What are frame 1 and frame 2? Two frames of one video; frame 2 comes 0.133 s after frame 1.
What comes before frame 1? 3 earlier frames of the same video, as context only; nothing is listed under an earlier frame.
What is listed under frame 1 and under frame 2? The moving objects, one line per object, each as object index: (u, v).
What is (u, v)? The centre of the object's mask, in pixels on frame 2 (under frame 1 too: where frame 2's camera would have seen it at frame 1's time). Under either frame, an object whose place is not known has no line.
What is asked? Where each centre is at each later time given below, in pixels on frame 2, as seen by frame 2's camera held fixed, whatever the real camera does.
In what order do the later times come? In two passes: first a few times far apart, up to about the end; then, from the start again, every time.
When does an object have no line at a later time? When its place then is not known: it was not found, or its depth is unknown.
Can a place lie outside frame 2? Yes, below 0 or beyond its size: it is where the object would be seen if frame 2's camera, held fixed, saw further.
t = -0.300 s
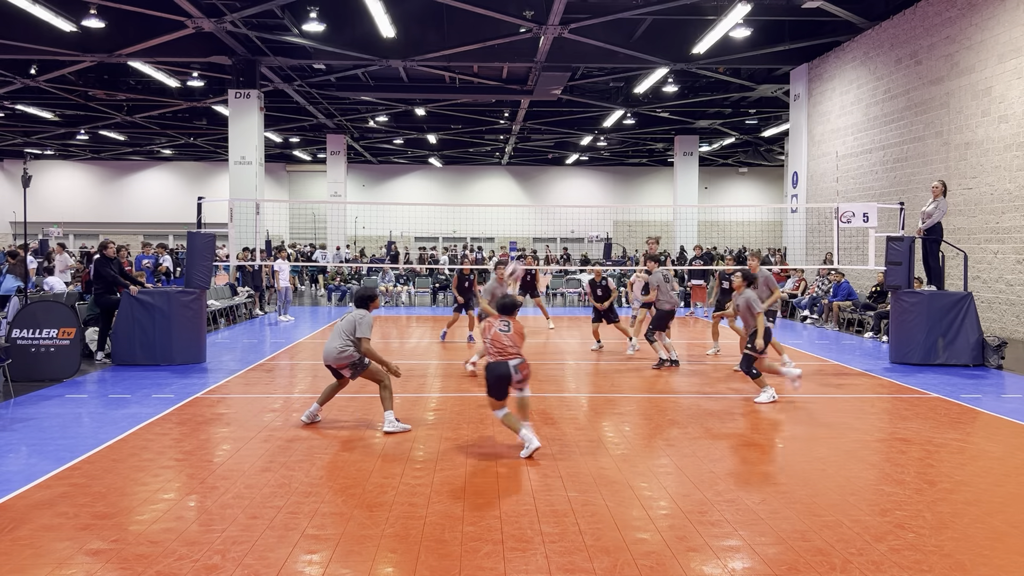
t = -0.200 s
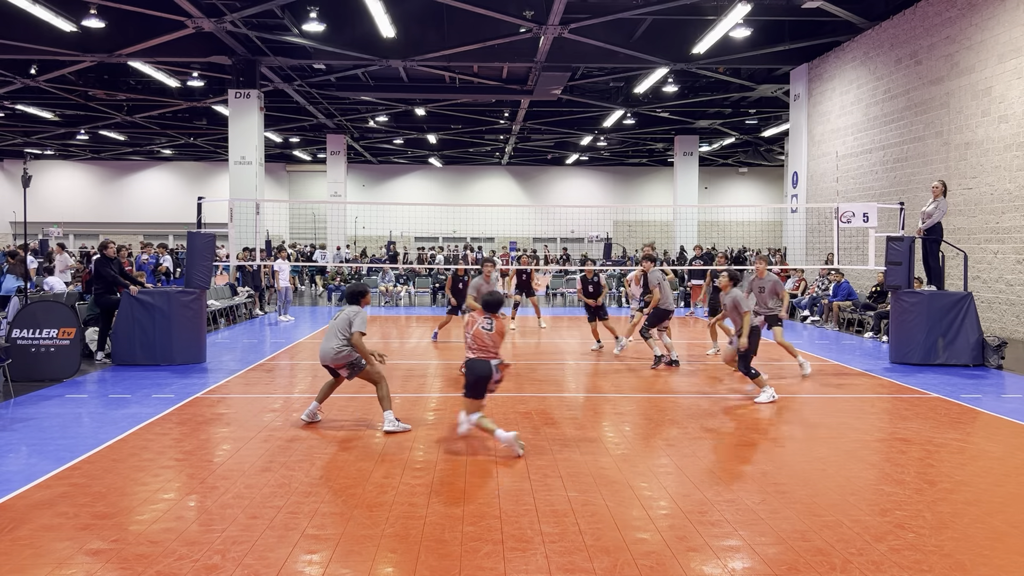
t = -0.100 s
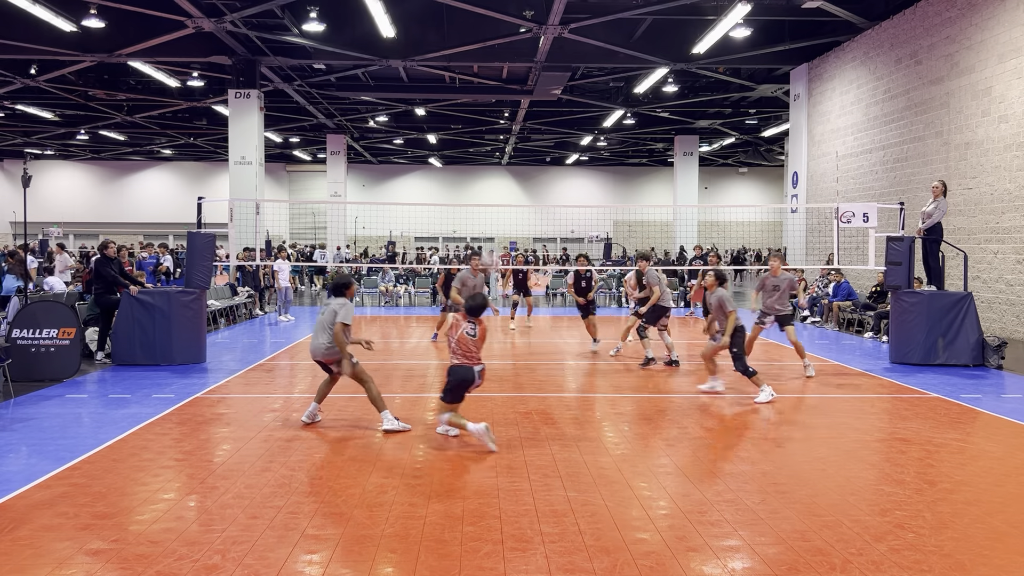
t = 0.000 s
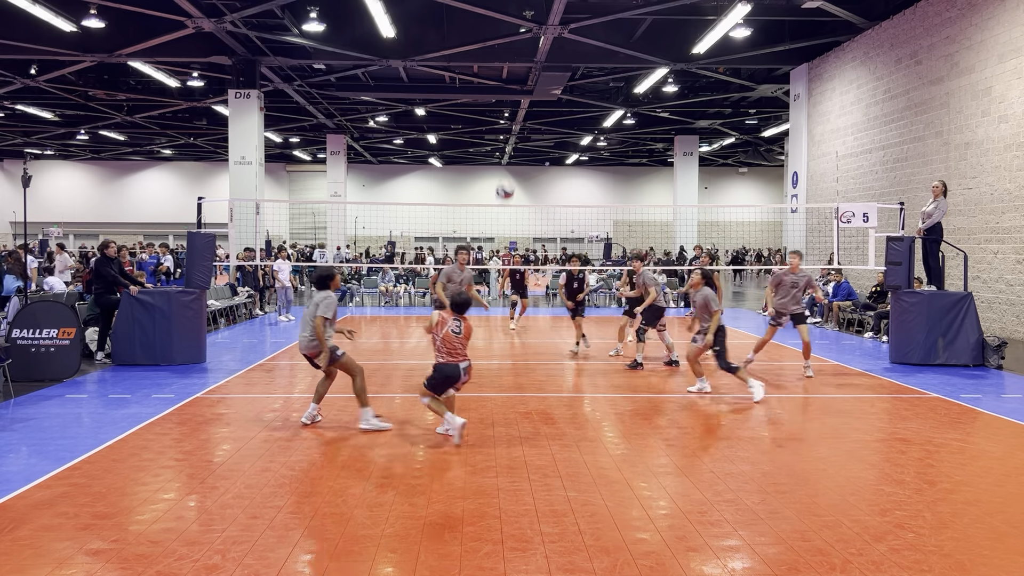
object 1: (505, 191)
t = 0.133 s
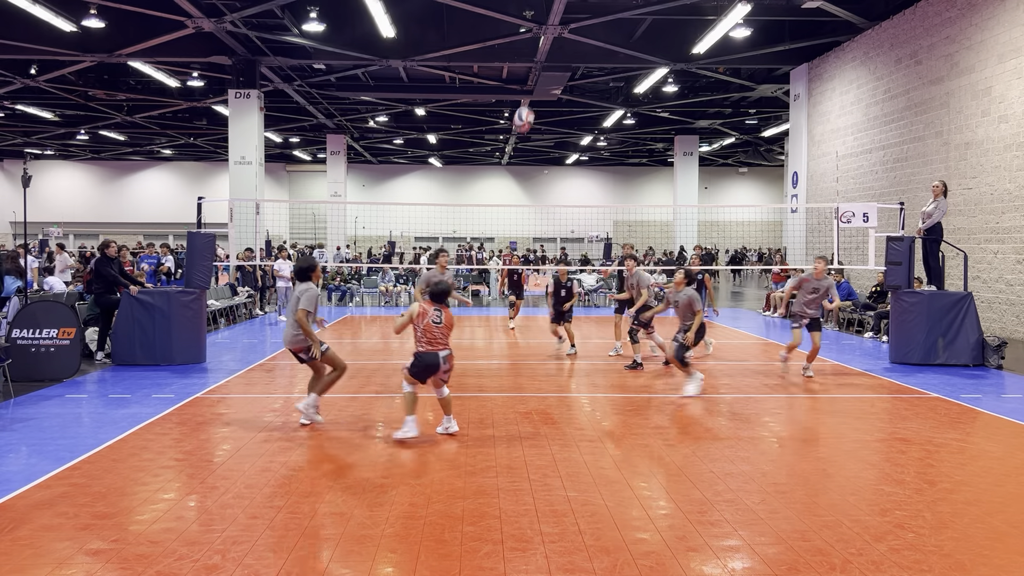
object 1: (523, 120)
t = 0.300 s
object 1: (546, 57)
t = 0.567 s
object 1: (580, 16)
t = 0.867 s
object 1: (614, 44)
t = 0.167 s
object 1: (528, 104)
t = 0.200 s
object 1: (533, 91)
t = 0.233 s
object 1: (537, 78)
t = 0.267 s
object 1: (542, 67)
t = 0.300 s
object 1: (546, 57)
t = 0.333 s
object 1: (551, 48)
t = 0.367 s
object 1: (556, 40)
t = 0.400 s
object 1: (560, 34)
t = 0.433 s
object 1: (564, 28)
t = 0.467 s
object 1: (568, 23)
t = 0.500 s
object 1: (572, 20)
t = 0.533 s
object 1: (576, 17)
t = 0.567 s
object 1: (580, 16)
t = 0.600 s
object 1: (584, 15)
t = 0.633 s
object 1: (588, 16)
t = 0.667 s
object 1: (592, 17)
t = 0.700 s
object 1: (596, 19)
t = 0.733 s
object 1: (600, 23)
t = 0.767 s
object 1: (604, 27)
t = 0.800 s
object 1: (607, 32)
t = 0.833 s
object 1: (611, 37)
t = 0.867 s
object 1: (614, 44)
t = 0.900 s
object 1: (618, 52)
